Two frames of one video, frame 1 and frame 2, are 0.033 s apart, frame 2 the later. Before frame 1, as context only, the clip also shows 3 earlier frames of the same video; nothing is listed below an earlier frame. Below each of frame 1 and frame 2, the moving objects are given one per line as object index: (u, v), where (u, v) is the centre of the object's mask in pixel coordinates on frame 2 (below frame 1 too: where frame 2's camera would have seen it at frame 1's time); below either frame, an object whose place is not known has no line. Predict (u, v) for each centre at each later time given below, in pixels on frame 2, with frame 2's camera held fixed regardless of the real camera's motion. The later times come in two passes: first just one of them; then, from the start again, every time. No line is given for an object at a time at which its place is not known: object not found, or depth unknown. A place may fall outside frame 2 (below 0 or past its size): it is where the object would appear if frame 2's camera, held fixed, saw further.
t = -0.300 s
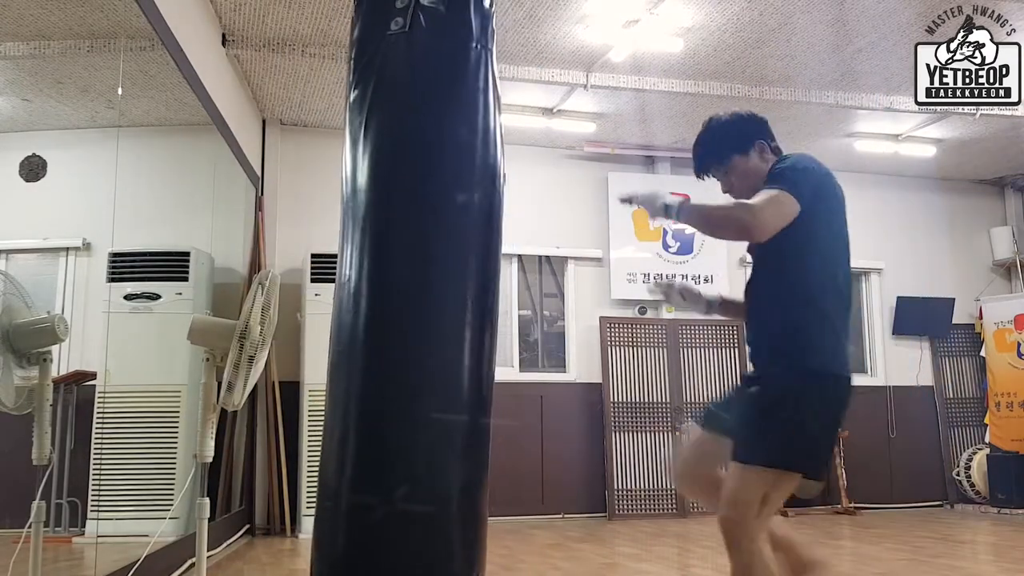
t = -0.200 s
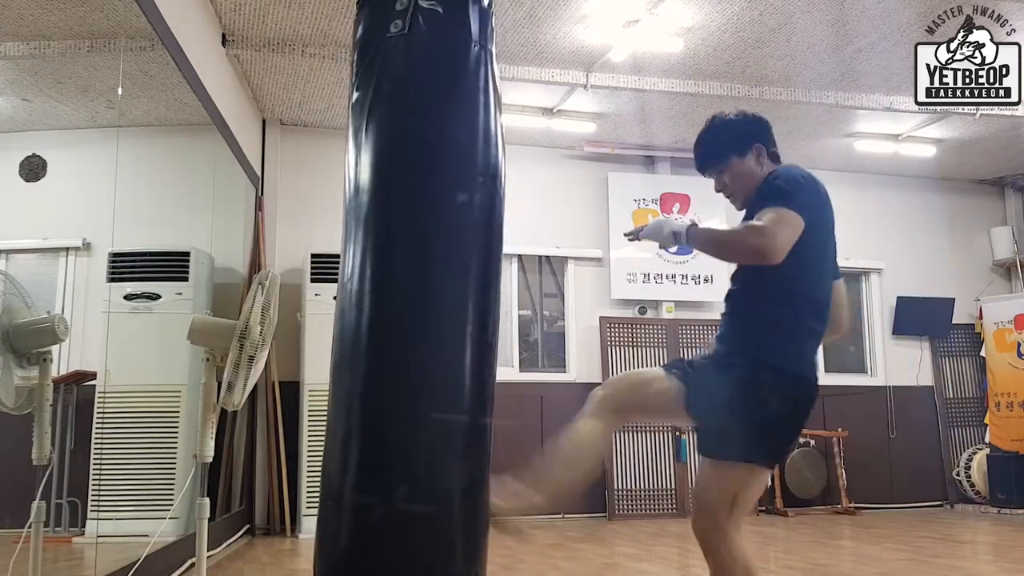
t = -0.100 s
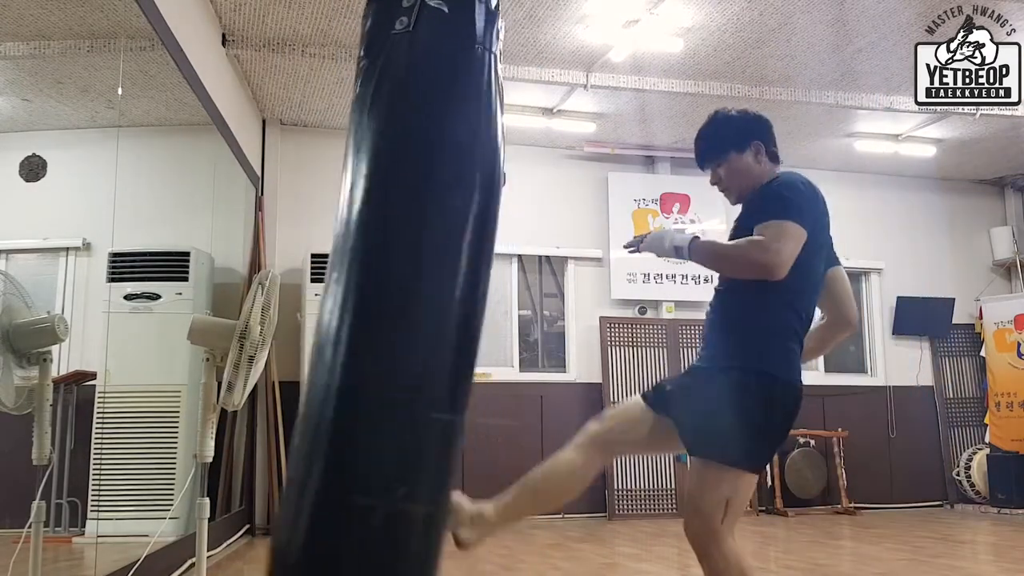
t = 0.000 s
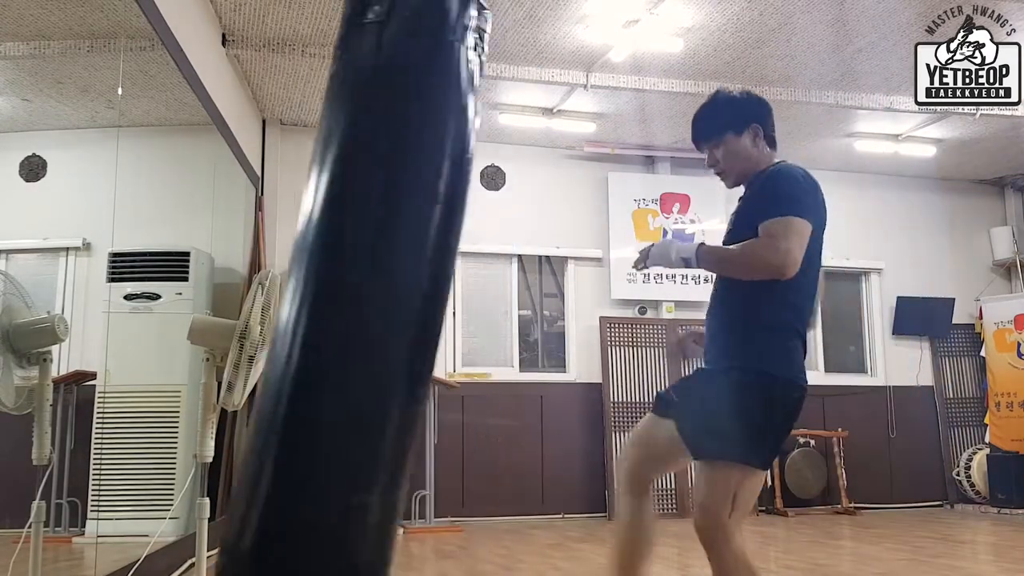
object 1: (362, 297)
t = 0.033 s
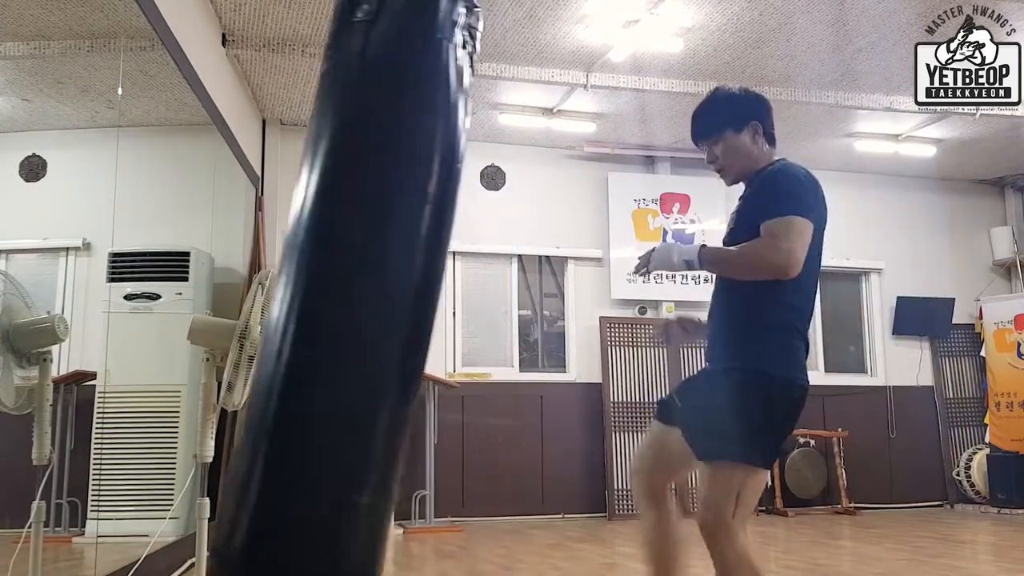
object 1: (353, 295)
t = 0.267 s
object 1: (314, 298)
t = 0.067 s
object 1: (343, 296)
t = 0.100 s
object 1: (337, 296)
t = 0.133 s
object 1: (330, 298)
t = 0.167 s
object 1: (325, 297)
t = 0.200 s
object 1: (320, 296)
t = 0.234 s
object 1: (317, 299)
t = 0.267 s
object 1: (314, 298)
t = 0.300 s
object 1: (312, 298)
